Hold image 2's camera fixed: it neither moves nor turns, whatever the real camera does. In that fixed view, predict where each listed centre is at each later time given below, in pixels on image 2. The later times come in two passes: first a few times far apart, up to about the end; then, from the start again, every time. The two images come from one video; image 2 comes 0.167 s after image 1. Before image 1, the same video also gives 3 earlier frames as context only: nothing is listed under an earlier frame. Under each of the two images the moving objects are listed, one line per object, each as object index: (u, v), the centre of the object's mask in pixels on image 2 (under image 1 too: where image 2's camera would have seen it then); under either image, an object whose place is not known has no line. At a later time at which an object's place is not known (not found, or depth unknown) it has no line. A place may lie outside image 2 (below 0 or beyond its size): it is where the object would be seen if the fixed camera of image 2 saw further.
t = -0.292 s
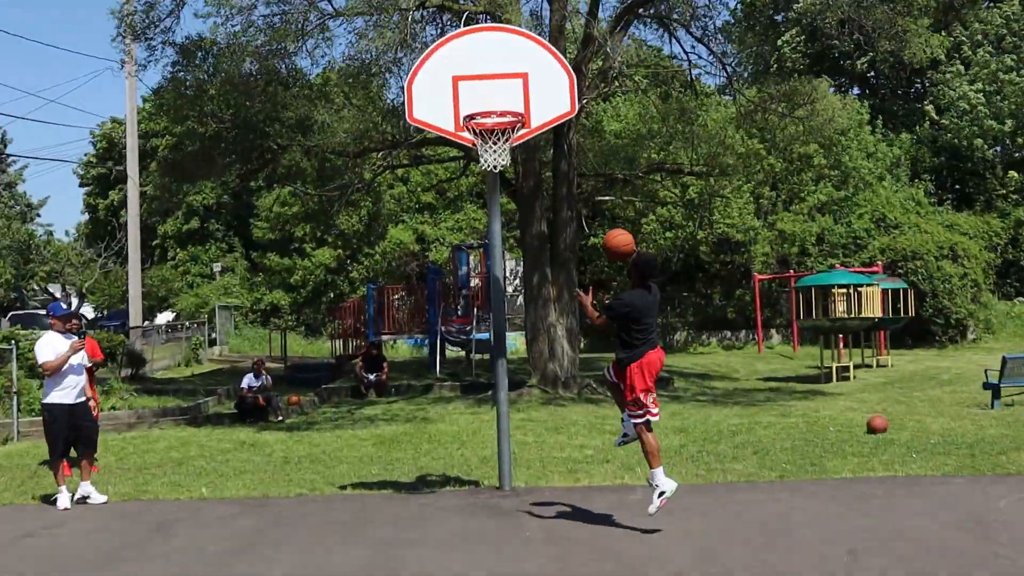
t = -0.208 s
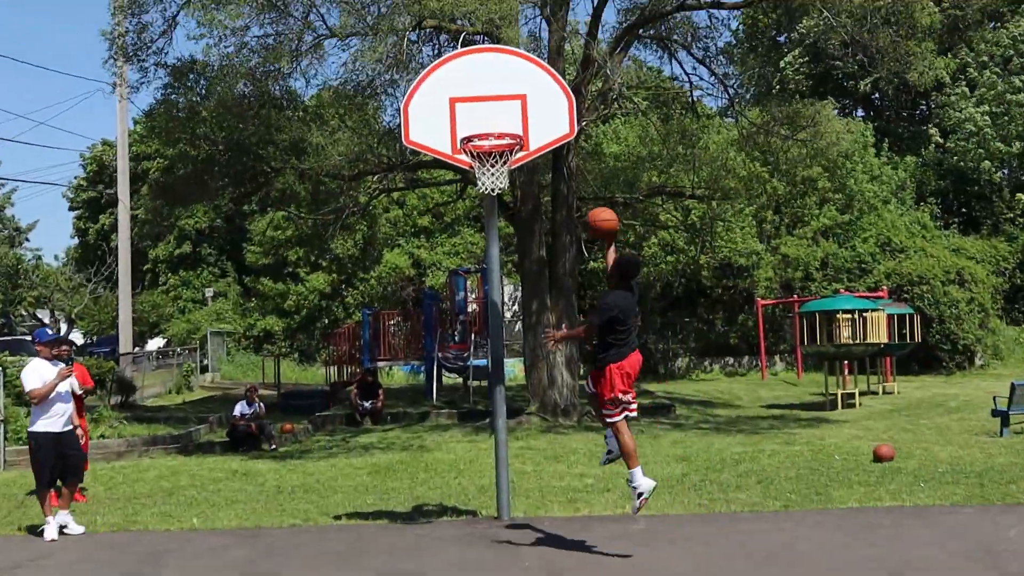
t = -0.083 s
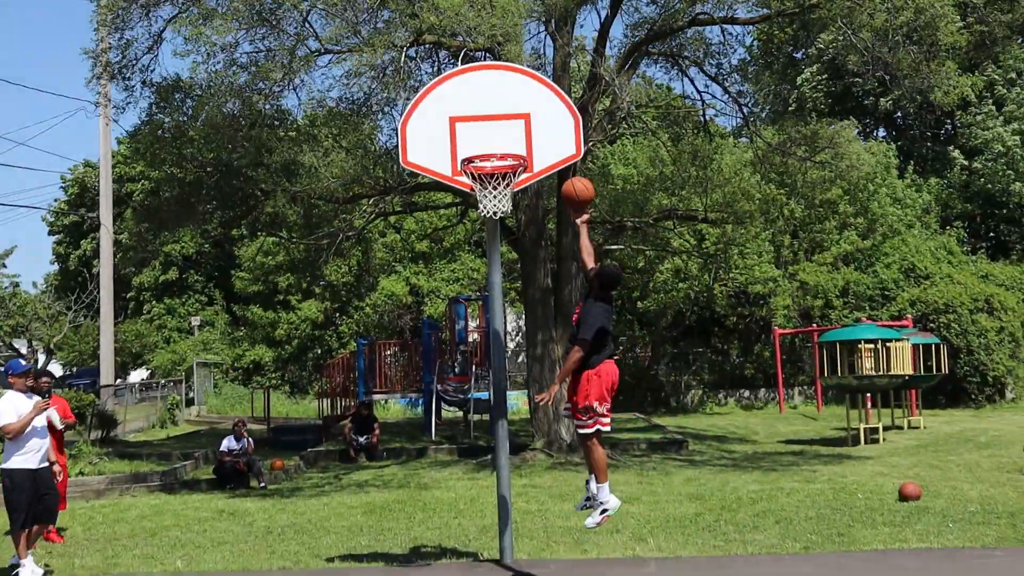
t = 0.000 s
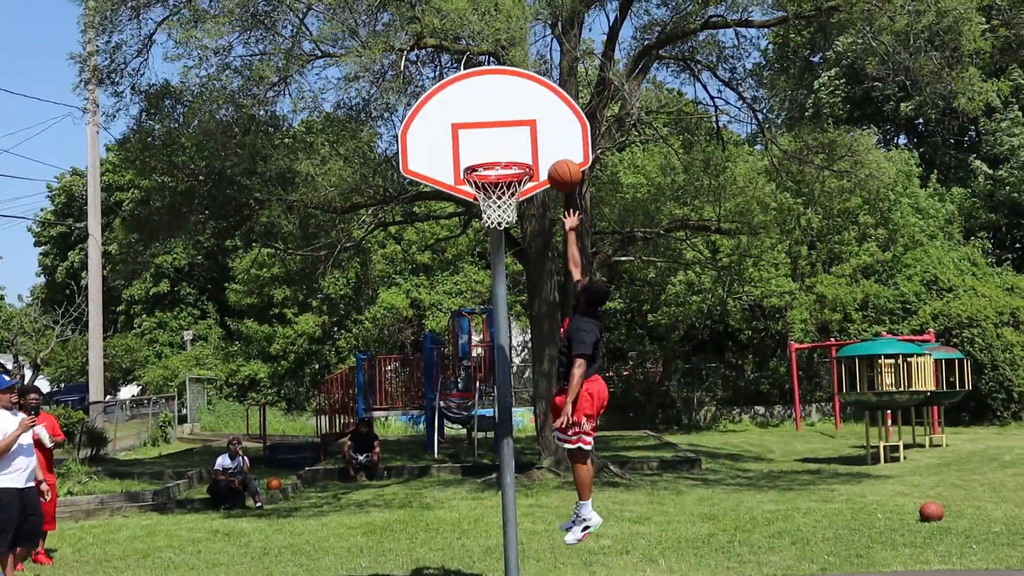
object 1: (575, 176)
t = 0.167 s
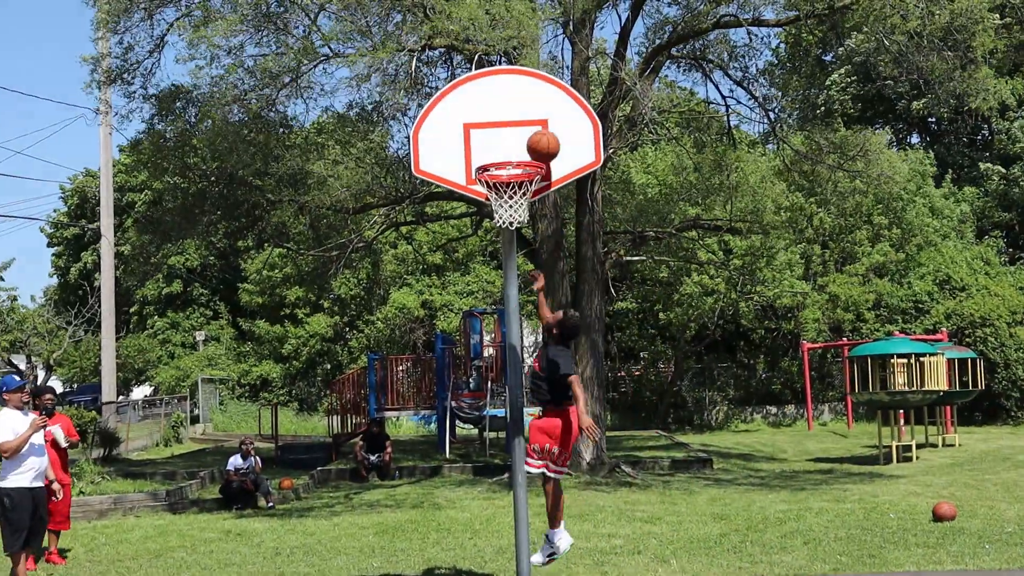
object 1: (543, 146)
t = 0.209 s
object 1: (538, 142)
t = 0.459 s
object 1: (510, 170)
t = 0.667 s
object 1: (509, 225)
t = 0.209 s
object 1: (538, 142)
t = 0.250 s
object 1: (534, 140)
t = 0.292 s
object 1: (529, 141)
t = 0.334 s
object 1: (524, 144)
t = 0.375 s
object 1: (520, 147)
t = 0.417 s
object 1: (515, 152)
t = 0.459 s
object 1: (510, 170)
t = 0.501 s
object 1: (505, 180)
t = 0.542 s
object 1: (505, 183)
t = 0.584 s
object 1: (507, 212)
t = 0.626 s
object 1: (508, 217)
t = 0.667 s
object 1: (509, 225)
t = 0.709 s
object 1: (509, 235)
